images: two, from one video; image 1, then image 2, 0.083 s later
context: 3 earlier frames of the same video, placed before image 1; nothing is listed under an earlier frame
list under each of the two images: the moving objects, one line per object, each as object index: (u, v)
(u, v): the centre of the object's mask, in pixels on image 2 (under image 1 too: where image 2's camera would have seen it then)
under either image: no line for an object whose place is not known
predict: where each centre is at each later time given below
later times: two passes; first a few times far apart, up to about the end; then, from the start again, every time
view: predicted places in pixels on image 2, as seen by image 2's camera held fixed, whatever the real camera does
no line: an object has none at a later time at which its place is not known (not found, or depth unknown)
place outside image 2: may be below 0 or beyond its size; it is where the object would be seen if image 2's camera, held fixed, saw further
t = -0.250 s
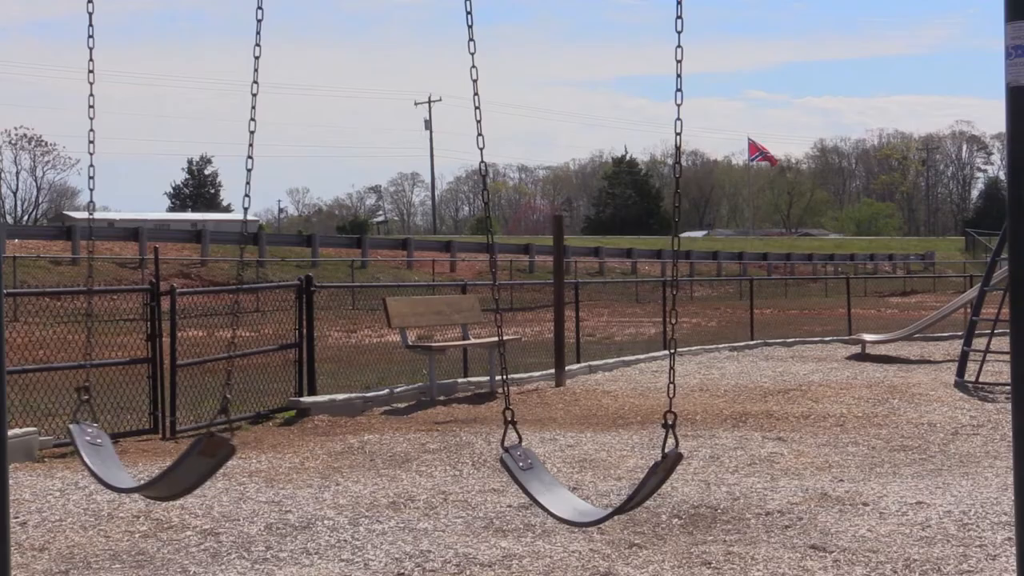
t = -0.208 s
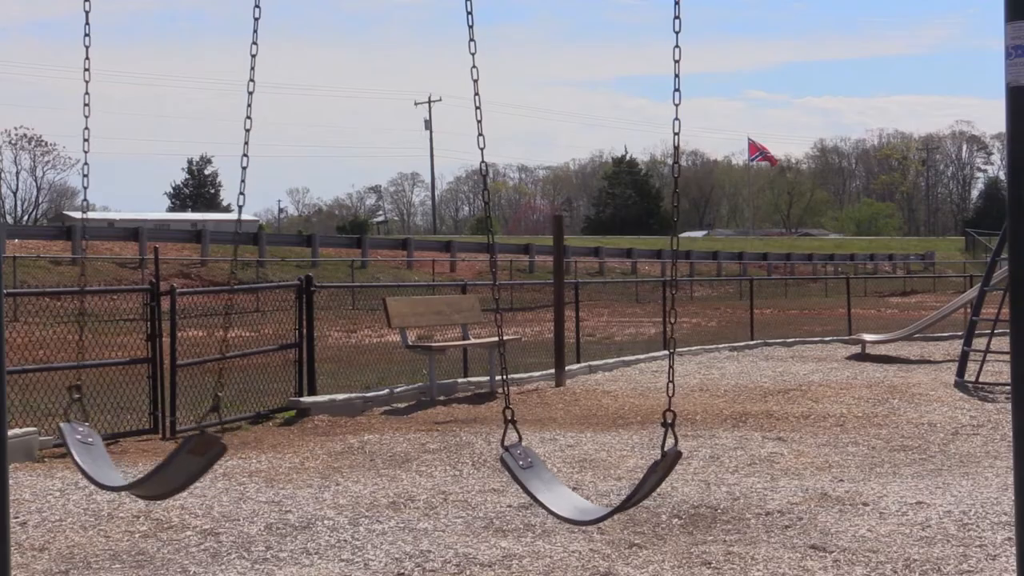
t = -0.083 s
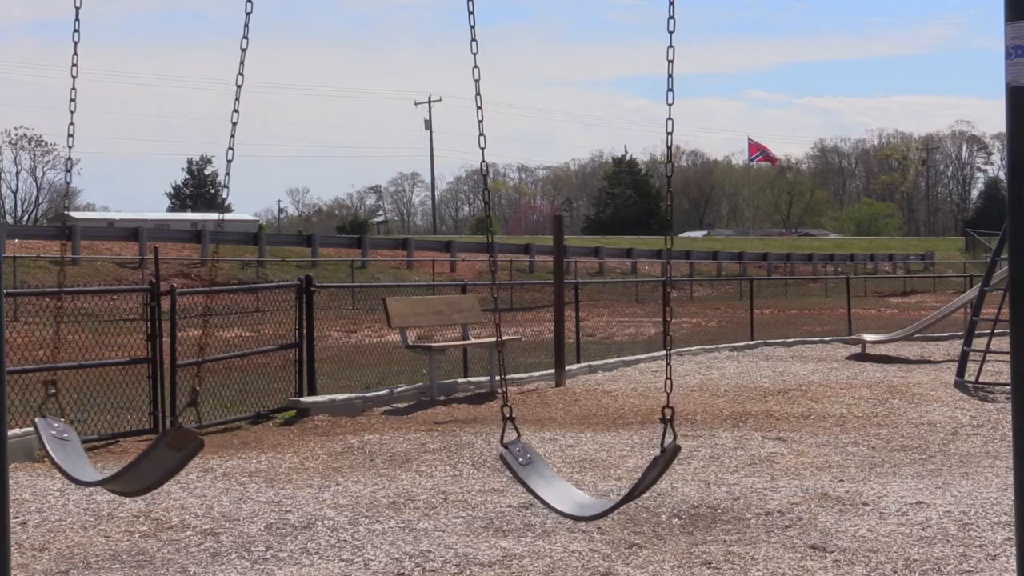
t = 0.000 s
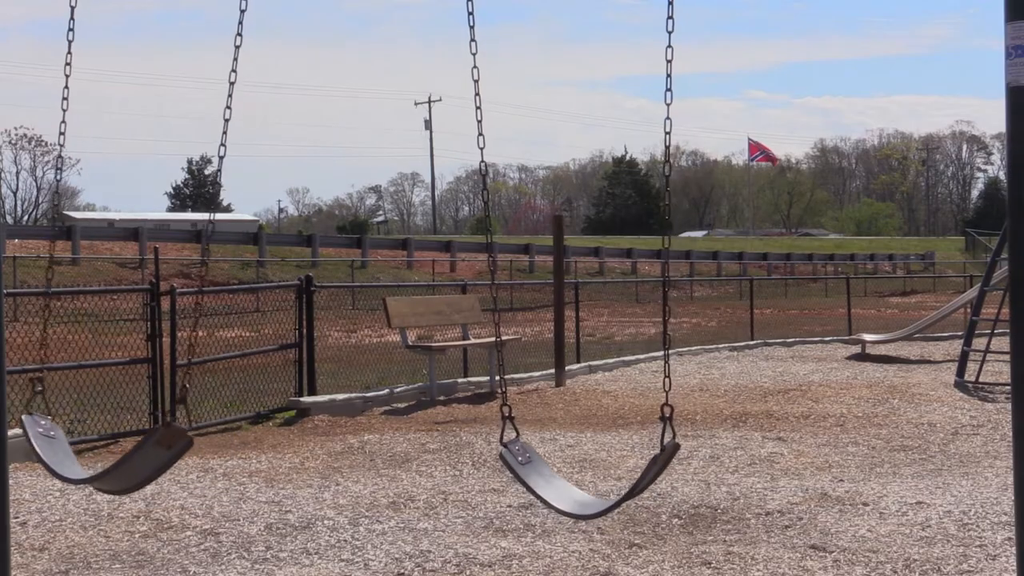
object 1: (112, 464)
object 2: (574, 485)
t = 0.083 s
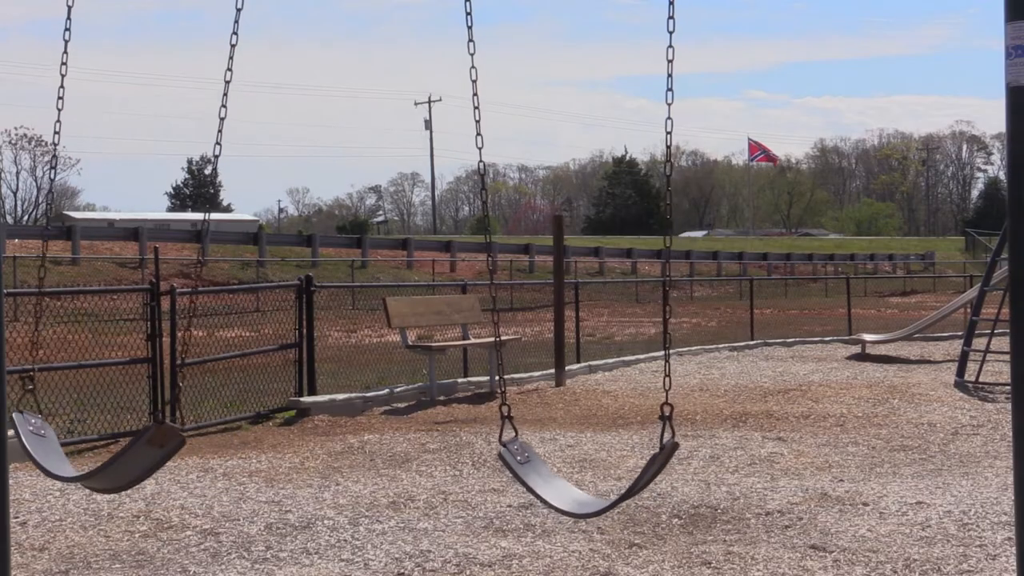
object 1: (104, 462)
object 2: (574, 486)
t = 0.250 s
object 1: (98, 462)
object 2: (568, 487)
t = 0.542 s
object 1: (130, 480)
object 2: (563, 502)
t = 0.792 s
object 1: (166, 466)
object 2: (554, 510)
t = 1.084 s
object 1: (226, 437)
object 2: (586, 529)
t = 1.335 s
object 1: (261, 419)
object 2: (594, 526)
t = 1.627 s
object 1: (270, 427)
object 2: (562, 524)
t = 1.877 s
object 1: (246, 453)
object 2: (563, 517)
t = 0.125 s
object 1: (102, 461)
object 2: (573, 486)
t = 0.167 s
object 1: (100, 460)
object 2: (572, 487)
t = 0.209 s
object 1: (98, 461)
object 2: (570, 487)
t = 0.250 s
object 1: (98, 462)
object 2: (568, 487)
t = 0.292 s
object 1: (99, 464)
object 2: (566, 487)
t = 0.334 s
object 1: (102, 466)
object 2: (568, 490)
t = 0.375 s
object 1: (107, 466)
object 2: (568, 493)
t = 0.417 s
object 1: (110, 470)
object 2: (564, 493)
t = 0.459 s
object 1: (119, 472)
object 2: (563, 495)
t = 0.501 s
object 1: (124, 477)
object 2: (562, 497)
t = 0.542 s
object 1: (130, 480)
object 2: (563, 502)
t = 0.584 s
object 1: (144, 478)
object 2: (560, 502)
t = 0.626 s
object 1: (130, 480)
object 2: (561, 505)
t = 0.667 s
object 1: (136, 476)
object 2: (564, 510)
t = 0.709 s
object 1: (146, 473)
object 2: (562, 512)
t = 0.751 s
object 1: (155, 469)
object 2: (561, 514)
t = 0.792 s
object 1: (166, 466)
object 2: (554, 510)
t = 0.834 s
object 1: (175, 461)
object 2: (558, 517)
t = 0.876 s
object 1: (186, 458)
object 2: (554, 516)
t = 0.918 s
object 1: (194, 453)
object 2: (559, 522)
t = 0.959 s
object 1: (202, 449)
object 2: (559, 524)
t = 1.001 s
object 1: (210, 445)
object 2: (559, 525)
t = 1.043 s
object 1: (219, 441)
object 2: (558, 525)
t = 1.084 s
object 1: (226, 437)
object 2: (586, 529)
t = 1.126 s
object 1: (234, 432)
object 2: (586, 529)
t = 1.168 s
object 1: (241, 428)
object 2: (587, 529)
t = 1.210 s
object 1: (247, 425)
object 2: (559, 526)
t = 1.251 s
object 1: (252, 423)
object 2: (559, 526)
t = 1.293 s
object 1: (257, 421)
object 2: (550, 517)
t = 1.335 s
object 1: (261, 419)
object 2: (594, 526)
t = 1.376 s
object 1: (264, 418)
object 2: (594, 526)
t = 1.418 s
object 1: (267, 417)
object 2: (594, 526)
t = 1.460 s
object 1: (269, 418)
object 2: (594, 526)
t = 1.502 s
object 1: (271, 419)
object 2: (594, 527)
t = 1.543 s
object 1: (271, 421)
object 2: (561, 525)
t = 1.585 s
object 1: (272, 424)
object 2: (558, 521)
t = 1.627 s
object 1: (270, 427)
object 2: (562, 524)
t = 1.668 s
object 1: (270, 430)
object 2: (561, 521)
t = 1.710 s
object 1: (266, 435)
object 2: (569, 526)
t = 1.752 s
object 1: (262, 439)
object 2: (567, 524)
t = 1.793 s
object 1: (258, 444)
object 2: (569, 524)
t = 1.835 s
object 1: (254, 450)
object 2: (561, 516)
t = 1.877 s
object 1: (246, 453)
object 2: (563, 517)
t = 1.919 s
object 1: (241, 458)
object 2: (569, 518)
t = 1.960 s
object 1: (233, 462)
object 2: (569, 516)
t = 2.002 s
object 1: (225, 464)
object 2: (571, 514)
